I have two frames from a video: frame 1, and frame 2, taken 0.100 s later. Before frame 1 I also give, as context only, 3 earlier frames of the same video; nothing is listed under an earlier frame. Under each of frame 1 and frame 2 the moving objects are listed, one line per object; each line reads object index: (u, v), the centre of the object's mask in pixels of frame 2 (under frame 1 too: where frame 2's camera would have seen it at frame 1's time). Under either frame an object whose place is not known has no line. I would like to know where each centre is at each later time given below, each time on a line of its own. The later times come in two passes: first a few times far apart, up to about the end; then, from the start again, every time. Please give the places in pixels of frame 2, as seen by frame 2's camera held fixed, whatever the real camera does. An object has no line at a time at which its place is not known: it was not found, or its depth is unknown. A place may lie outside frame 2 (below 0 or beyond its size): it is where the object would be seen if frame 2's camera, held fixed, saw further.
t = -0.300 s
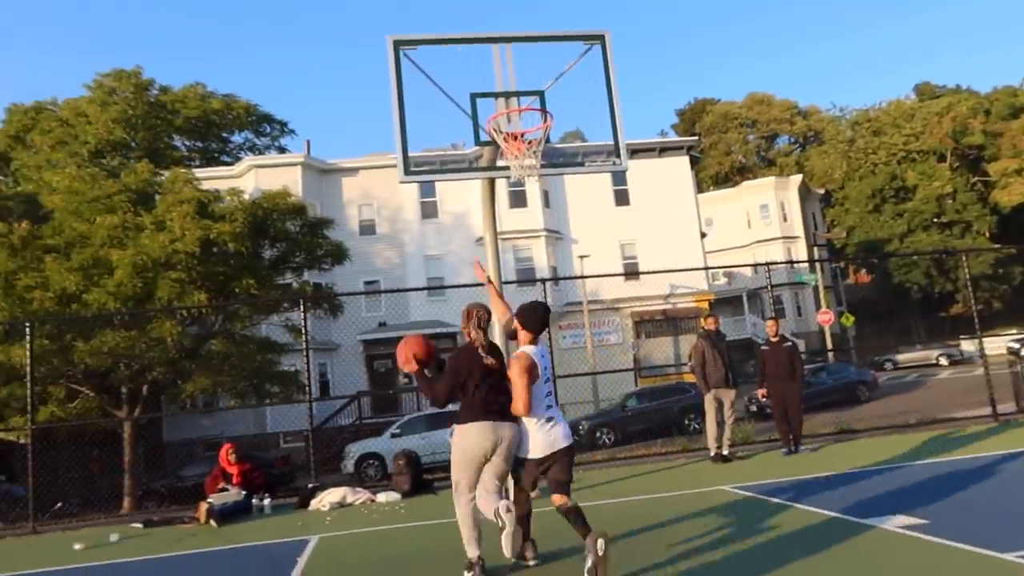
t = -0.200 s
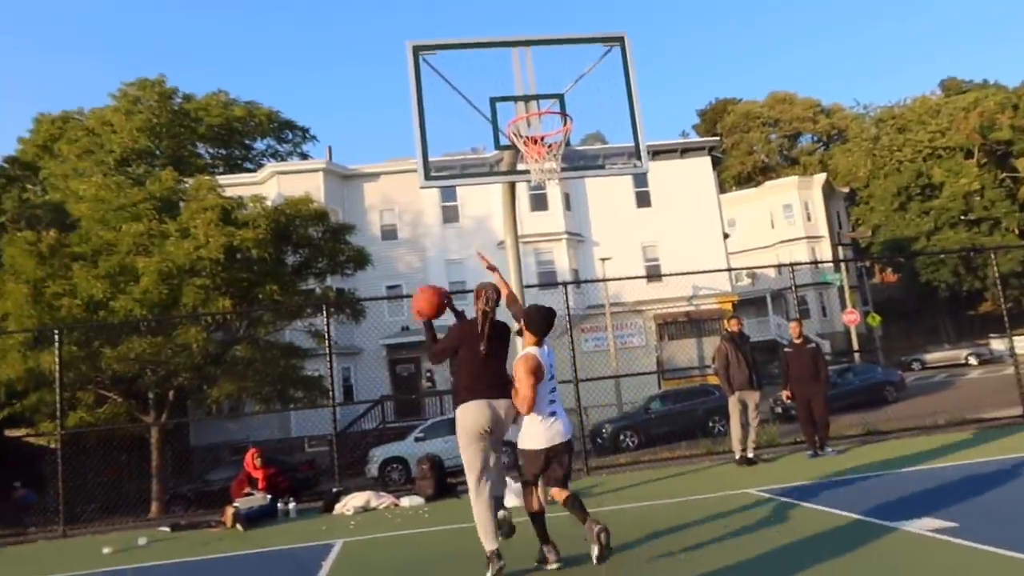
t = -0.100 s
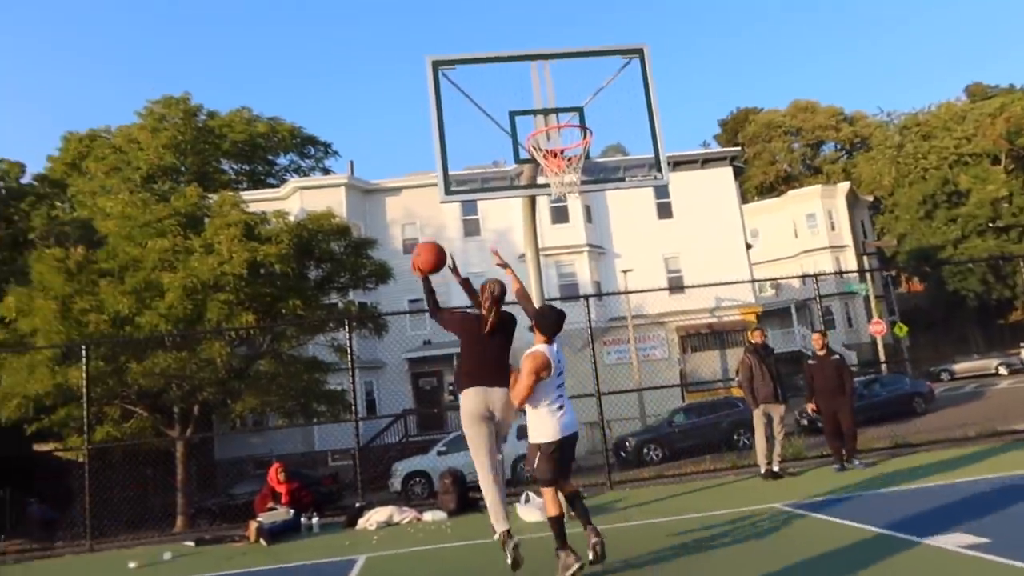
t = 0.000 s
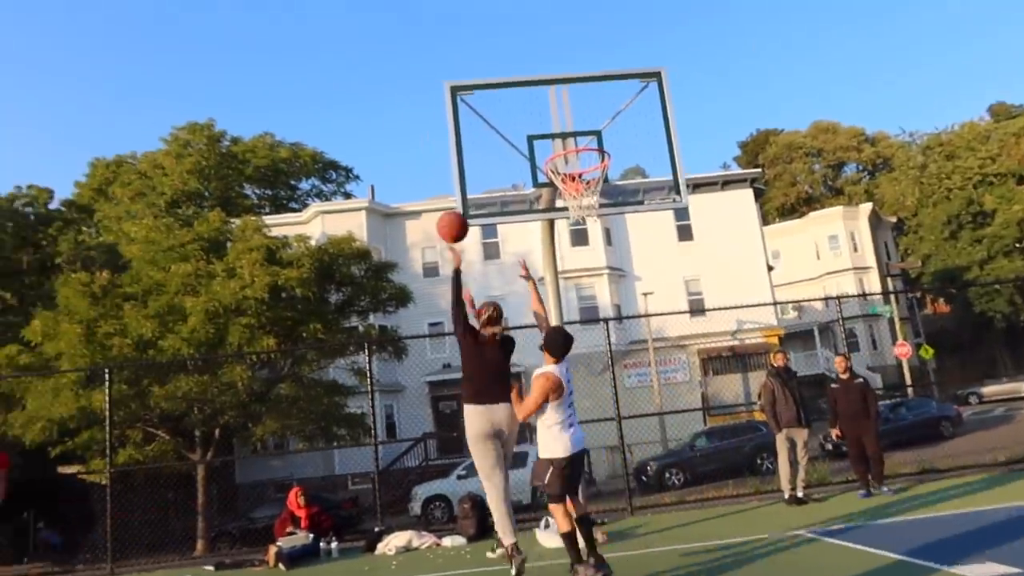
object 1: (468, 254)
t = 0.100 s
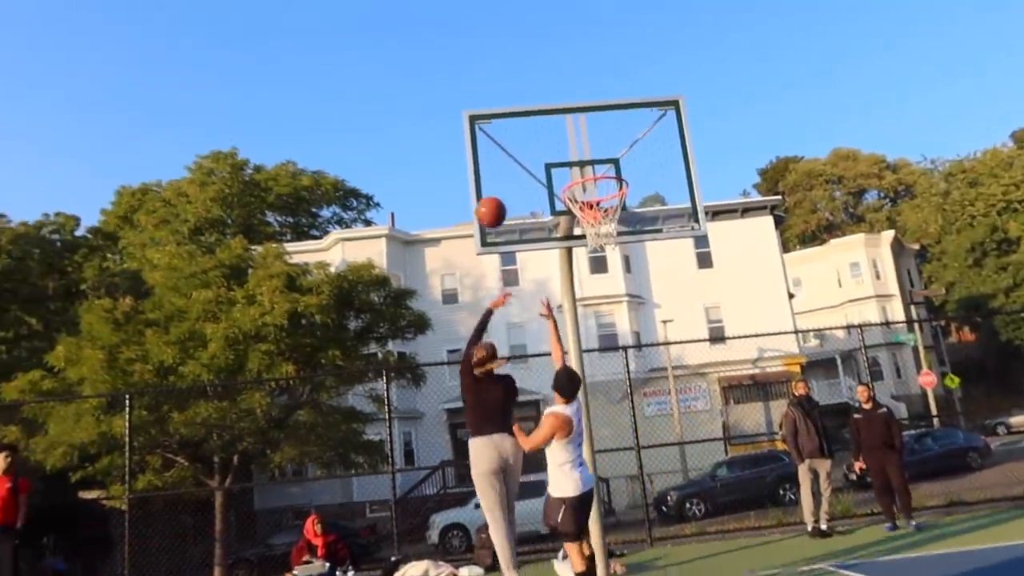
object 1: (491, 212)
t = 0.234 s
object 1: (517, 181)
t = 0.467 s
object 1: (562, 173)
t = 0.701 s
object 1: (602, 202)
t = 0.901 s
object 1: (619, 241)
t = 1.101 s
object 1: (631, 321)
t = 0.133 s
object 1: (497, 202)
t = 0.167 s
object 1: (504, 194)
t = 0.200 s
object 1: (511, 186)
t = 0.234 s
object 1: (517, 181)
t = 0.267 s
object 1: (524, 176)
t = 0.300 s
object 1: (532, 173)
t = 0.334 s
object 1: (538, 172)
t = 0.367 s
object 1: (545, 171)
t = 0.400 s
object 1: (552, 172)
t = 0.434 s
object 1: (558, 173)
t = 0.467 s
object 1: (562, 173)
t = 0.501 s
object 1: (567, 173)
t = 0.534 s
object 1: (573, 176)
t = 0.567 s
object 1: (580, 181)
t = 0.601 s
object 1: (586, 188)
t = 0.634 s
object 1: (592, 191)
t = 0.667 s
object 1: (597, 196)
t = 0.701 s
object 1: (602, 202)
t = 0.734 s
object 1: (609, 208)
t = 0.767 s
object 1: (617, 214)
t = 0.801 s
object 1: (618, 222)
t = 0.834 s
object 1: (619, 232)
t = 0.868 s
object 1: (619, 234)
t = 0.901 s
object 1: (619, 241)
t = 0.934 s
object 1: (620, 250)
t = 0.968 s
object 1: (621, 261)
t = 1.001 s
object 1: (623, 273)
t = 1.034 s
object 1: (625, 288)
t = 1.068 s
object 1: (627, 304)
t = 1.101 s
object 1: (631, 321)
